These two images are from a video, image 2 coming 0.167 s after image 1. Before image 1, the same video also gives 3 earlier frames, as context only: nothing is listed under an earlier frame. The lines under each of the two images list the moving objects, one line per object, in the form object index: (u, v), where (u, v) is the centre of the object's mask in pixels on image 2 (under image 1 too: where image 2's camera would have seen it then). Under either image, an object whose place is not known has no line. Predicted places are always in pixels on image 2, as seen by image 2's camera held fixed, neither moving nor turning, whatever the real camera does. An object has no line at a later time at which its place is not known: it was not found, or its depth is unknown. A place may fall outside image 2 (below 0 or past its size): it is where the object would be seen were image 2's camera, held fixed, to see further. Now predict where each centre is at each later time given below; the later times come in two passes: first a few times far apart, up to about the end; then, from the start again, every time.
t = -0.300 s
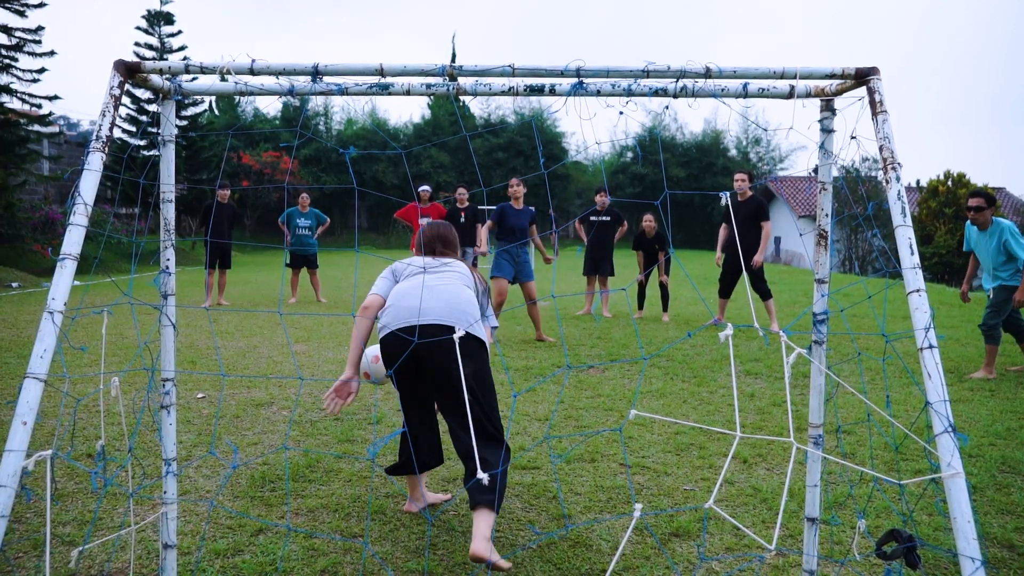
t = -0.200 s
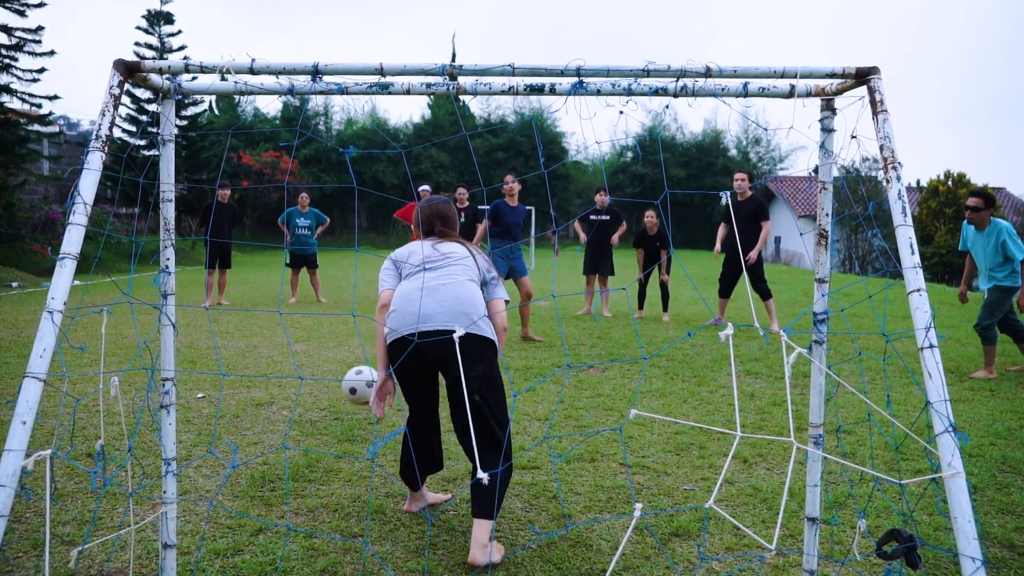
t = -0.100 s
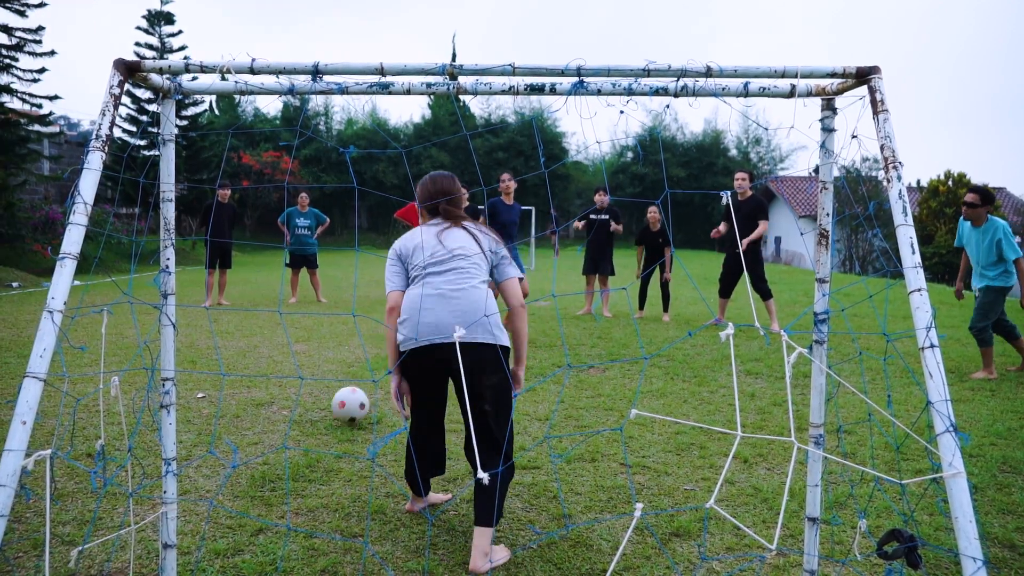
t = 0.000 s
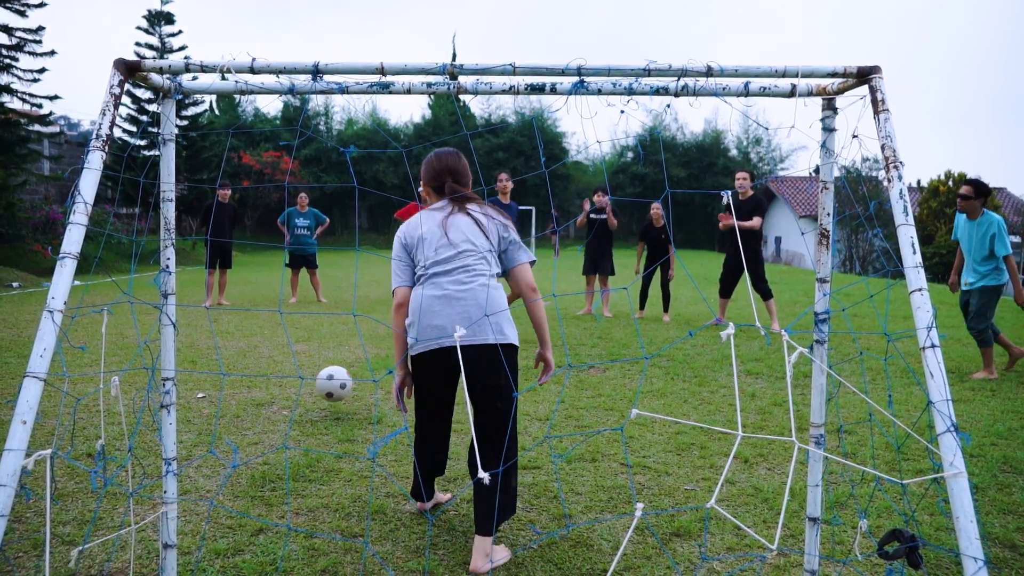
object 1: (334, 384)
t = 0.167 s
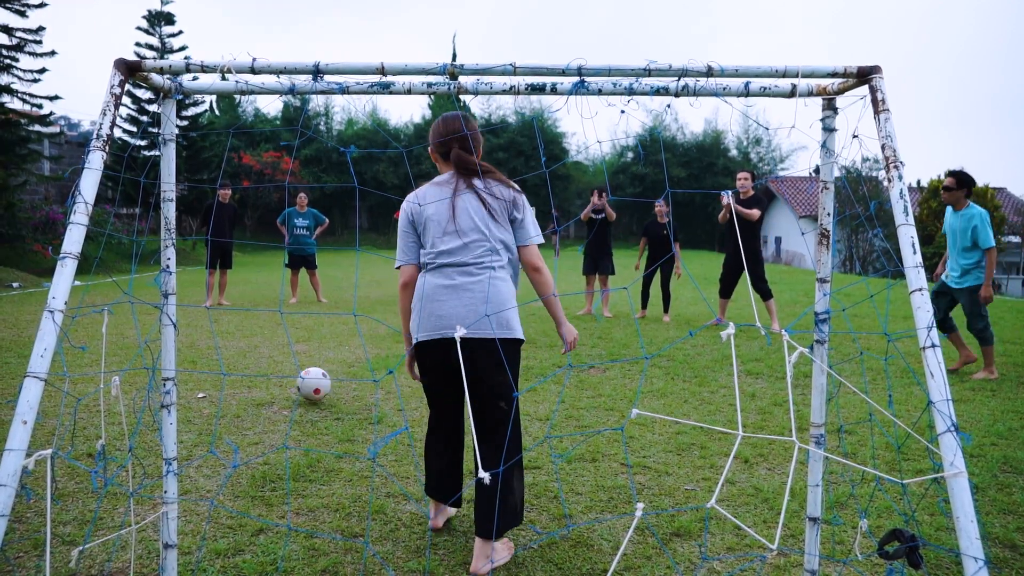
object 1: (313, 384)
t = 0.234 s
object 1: (303, 377)
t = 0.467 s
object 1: (278, 375)
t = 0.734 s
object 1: (259, 362)
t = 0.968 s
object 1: (248, 357)
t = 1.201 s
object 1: (239, 353)
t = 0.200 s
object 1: (308, 383)
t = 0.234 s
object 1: (303, 377)
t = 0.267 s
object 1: (300, 373)
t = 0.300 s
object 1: (297, 369)
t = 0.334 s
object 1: (294, 366)
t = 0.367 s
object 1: (291, 365)
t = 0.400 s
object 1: (287, 366)
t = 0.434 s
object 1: (282, 370)
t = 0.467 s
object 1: (278, 375)
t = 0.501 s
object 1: (276, 370)
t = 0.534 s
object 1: (274, 365)
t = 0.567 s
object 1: (272, 361)
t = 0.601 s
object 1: (270, 360)
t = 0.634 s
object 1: (267, 360)
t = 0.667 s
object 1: (264, 362)
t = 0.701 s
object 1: (261, 367)
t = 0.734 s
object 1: (259, 362)
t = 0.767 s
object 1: (257, 360)
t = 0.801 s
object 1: (256, 359)
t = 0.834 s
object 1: (255, 358)
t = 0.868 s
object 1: (254, 359)
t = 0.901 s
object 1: (252, 360)
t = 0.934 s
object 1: (250, 358)
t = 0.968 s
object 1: (248, 357)
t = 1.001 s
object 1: (245, 357)
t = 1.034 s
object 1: (244, 356)
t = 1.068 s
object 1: (243, 355)
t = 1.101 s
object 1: (242, 355)
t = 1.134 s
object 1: (241, 354)
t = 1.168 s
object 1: (240, 353)
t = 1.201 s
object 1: (239, 353)
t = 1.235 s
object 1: (237, 353)
